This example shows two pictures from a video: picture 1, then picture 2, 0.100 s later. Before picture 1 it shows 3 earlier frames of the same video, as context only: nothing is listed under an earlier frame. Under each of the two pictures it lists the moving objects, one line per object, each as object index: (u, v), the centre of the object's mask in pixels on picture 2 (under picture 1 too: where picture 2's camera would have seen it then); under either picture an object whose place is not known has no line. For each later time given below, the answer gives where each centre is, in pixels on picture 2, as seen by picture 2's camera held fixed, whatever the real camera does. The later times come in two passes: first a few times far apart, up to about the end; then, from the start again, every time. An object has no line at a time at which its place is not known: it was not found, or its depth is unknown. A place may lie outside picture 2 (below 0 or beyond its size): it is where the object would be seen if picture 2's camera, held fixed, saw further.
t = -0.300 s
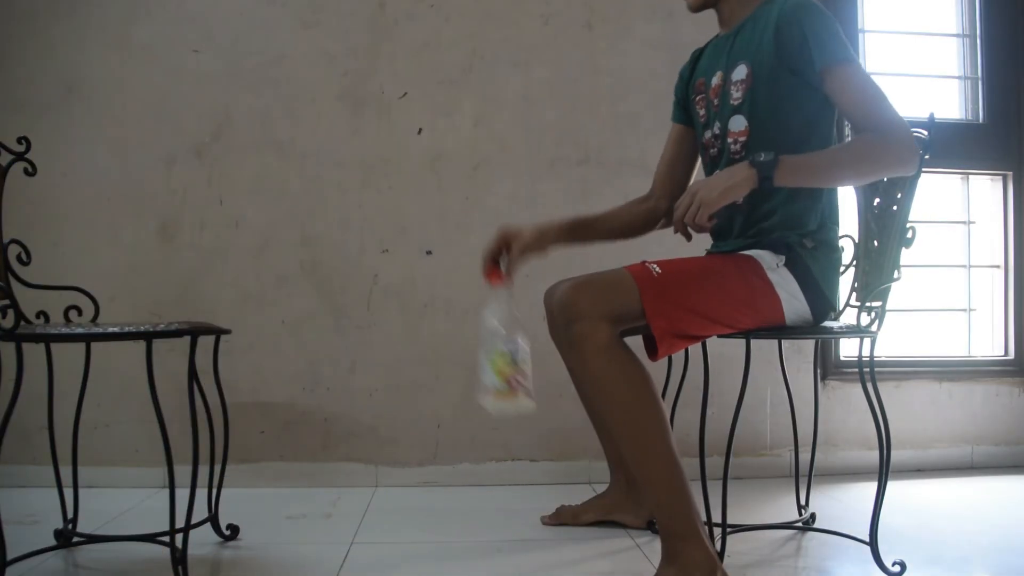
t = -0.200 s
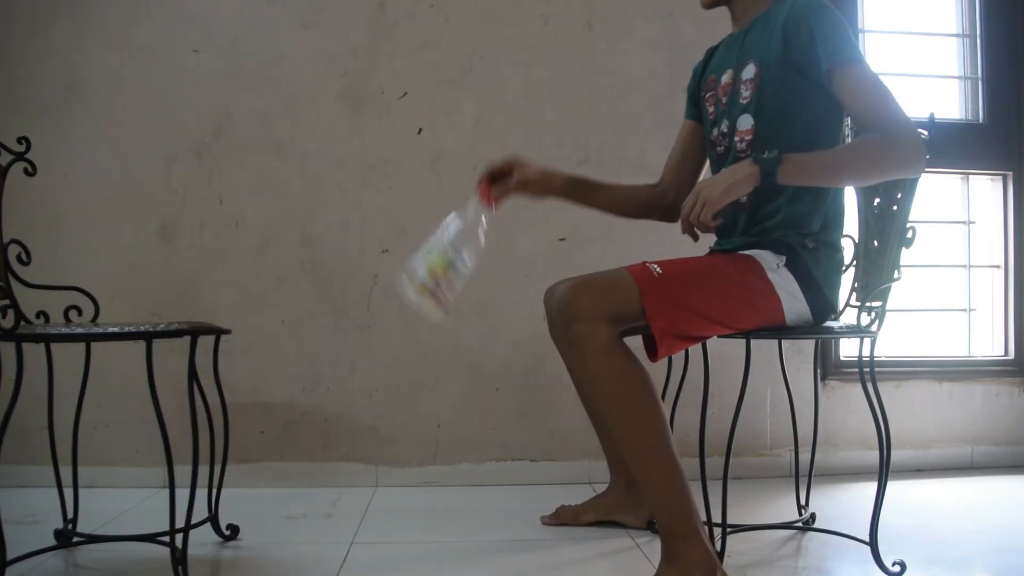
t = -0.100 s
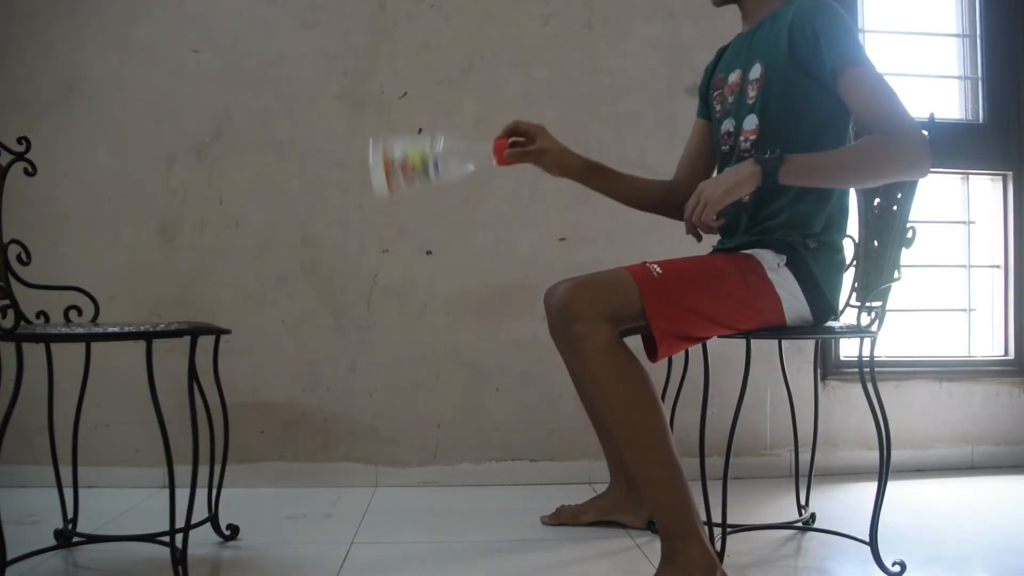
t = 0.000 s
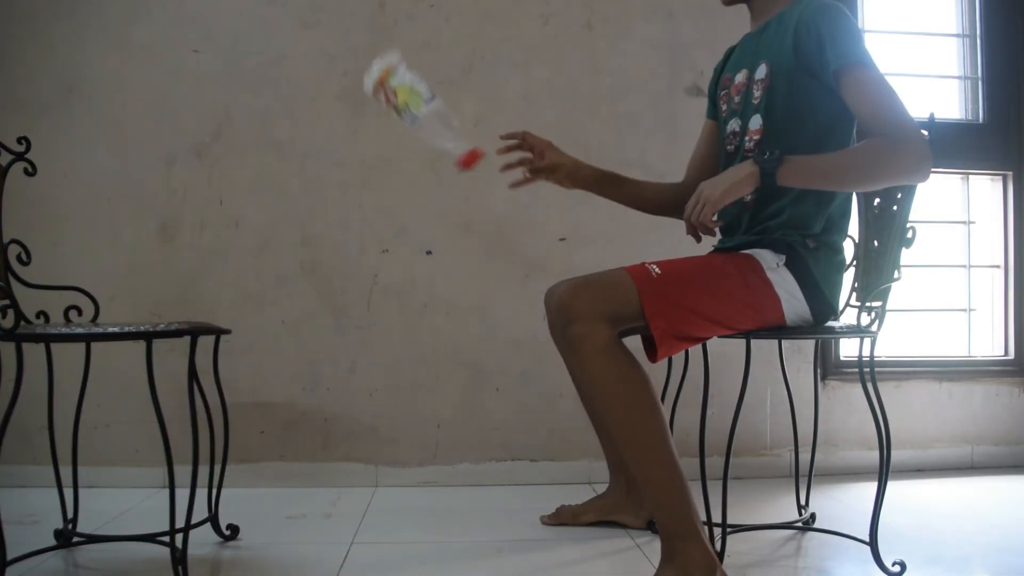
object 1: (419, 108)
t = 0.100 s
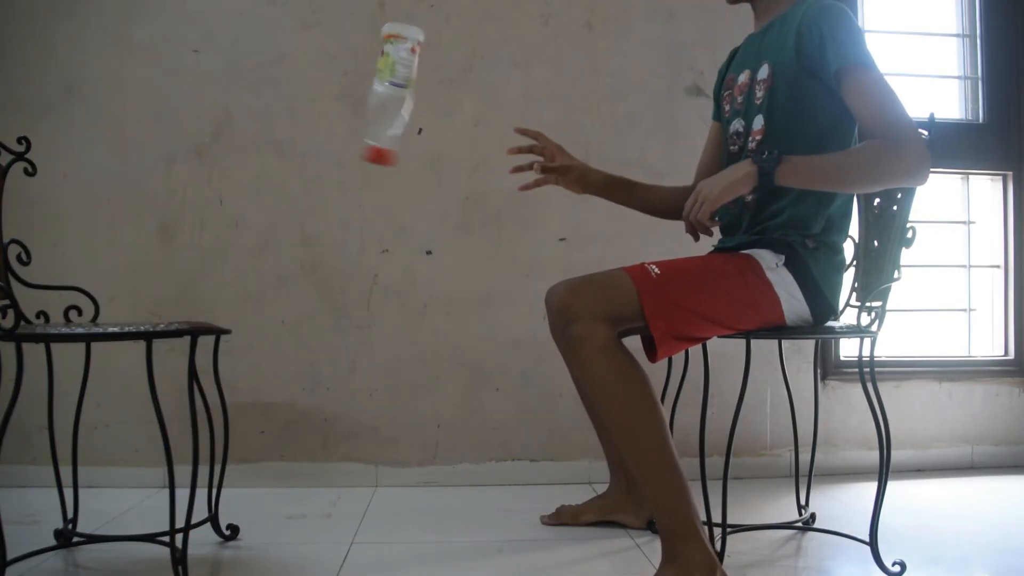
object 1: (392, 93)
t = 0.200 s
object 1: (371, 93)
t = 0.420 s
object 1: (382, 287)
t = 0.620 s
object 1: (399, 500)
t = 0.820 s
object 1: (425, 514)
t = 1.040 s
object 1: (442, 534)
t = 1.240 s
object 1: (442, 534)
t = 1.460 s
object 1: (442, 534)
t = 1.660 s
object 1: (442, 534)
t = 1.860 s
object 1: (442, 534)
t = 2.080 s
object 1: (442, 534)
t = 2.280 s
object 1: (443, 535)
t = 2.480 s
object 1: (443, 535)
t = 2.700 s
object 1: (443, 535)
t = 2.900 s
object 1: (442, 534)
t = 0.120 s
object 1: (385, 91)
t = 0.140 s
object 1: (380, 90)
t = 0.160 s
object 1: (376, 89)
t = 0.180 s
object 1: (373, 90)
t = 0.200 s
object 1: (371, 93)
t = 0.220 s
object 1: (371, 98)
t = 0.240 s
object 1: (370, 107)
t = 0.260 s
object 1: (370, 117)
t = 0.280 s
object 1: (370, 129)
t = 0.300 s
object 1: (371, 145)
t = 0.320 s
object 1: (374, 164)
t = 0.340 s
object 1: (376, 185)
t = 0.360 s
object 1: (377, 208)
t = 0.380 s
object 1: (379, 234)
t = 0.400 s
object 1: (378, 257)
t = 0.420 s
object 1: (382, 287)
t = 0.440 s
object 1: (386, 326)
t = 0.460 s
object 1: (389, 360)
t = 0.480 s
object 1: (392, 396)
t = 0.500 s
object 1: (394, 442)
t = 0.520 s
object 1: (394, 488)
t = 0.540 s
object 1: (398, 500)
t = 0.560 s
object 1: (399, 501)
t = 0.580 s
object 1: (399, 501)
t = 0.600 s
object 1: (399, 501)
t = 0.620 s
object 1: (399, 500)
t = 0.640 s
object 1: (399, 501)
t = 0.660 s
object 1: (399, 501)
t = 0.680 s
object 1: (401, 502)
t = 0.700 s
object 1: (402, 502)
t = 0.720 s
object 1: (404, 503)
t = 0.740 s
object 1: (407, 504)
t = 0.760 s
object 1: (411, 505)
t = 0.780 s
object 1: (415, 507)
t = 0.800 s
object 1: (419, 510)
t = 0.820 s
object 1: (425, 514)
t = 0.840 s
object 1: (423, 524)
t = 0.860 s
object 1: (438, 530)
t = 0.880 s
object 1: (437, 535)
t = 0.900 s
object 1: (438, 533)
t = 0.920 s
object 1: (438, 532)
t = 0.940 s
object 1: (439, 533)
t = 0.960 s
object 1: (442, 534)
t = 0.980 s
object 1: (441, 534)
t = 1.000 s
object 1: (442, 534)
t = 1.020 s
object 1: (442, 534)
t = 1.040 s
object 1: (442, 534)
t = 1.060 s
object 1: (442, 534)
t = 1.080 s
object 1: (443, 534)
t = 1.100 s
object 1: (442, 534)
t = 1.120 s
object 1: (443, 534)
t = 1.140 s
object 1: (443, 534)
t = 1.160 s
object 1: (443, 534)
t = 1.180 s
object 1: (443, 534)
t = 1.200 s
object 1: (442, 534)
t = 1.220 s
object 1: (442, 534)
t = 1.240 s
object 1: (442, 534)
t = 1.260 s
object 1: (442, 534)
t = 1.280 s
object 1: (442, 534)
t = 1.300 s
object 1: (442, 534)
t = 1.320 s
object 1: (442, 534)
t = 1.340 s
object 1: (442, 534)
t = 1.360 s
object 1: (442, 534)
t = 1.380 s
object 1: (442, 534)
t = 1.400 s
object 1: (442, 534)
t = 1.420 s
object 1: (442, 534)
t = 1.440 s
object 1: (442, 534)
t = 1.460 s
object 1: (442, 534)
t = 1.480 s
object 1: (442, 534)
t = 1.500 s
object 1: (442, 534)
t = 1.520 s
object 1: (442, 534)
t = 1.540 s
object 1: (442, 534)
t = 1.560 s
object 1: (442, 534)
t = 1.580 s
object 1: (442, 534)
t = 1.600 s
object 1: (442, 534)
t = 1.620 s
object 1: (442, 534)
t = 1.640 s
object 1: (442, 534)
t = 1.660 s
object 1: (442, 534)
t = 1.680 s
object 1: (442, 534)
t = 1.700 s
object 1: (442, 534)
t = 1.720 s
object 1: (442, 534)
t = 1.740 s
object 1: (442, 534)
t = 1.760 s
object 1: (442, 534)
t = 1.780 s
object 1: (442, 534)
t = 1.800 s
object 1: (442, 534)
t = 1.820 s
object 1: (442, 534)
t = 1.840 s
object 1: (442, 534)
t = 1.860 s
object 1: (442, 534)
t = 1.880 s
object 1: (442, 534)
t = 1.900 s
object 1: (442, 534)
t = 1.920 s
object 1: (442, 534)
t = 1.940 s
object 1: (442, 534)
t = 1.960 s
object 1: (442, 534)
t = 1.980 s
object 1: (442, 534)
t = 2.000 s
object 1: (442, 534)
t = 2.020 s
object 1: (442, 534)
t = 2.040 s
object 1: (443, 534)
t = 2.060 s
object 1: (442, 534)
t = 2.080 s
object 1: (442, 534)
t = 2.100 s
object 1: (443, 534)
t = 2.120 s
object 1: (443, 535)
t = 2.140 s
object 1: (443, 535)
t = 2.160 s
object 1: (443, 535)
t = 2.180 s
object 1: (443, 535)
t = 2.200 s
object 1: (443, 535)
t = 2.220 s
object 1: (443, 535)
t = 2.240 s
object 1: (443, 535)
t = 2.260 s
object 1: (443, 535)
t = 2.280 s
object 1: (443, 535)
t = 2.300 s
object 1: (443, 535)
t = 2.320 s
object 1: (443, 535)
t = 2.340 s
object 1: (443, 534)
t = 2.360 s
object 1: (443, 535)
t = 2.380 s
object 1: (443, 535)
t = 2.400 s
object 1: (443, 535)
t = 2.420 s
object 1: (443, 535)
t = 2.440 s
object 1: (443, 535)
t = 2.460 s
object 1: (443, 534)
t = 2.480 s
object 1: (443, 535)
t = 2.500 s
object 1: (443, 534)
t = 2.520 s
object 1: (443, 534)
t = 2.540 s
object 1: (443, 535)
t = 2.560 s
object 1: (442, 534)
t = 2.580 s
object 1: (442, 534)
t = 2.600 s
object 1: (442, 534)
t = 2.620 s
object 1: (442, 534)
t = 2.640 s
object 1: (442, 534)
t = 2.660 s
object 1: (443, 535)
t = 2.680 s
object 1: (442, 534)
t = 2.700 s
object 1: (443, 535)
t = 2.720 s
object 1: (442, 534)
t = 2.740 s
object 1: (442, 534)
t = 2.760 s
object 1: (442, 534)
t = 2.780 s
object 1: (442, 534)
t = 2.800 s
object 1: (442, 534)
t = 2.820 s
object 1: (442, 534)
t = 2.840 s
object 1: (442, 534)
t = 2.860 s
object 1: (442, 534)
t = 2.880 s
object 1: (442, 534)
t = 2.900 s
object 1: (442, 534)
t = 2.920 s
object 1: (442, 534)
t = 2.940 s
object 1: (442, 534)
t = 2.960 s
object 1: (442, 534)
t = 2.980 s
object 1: (442, 534)
